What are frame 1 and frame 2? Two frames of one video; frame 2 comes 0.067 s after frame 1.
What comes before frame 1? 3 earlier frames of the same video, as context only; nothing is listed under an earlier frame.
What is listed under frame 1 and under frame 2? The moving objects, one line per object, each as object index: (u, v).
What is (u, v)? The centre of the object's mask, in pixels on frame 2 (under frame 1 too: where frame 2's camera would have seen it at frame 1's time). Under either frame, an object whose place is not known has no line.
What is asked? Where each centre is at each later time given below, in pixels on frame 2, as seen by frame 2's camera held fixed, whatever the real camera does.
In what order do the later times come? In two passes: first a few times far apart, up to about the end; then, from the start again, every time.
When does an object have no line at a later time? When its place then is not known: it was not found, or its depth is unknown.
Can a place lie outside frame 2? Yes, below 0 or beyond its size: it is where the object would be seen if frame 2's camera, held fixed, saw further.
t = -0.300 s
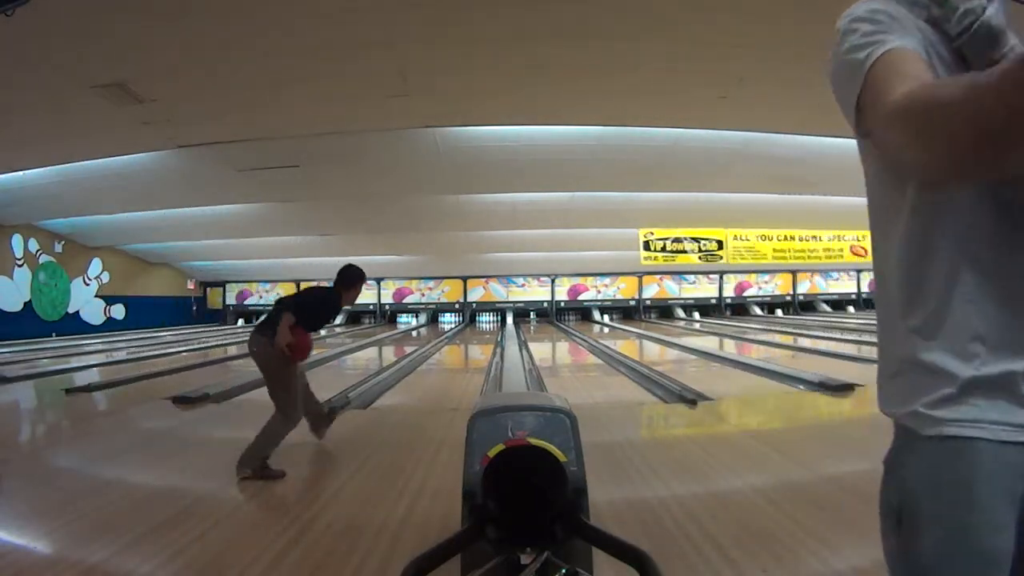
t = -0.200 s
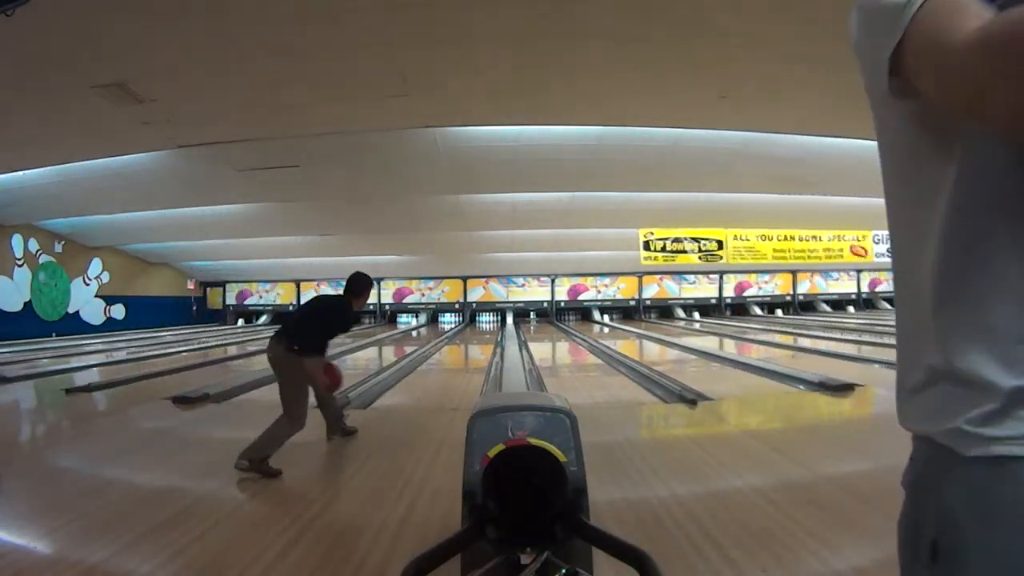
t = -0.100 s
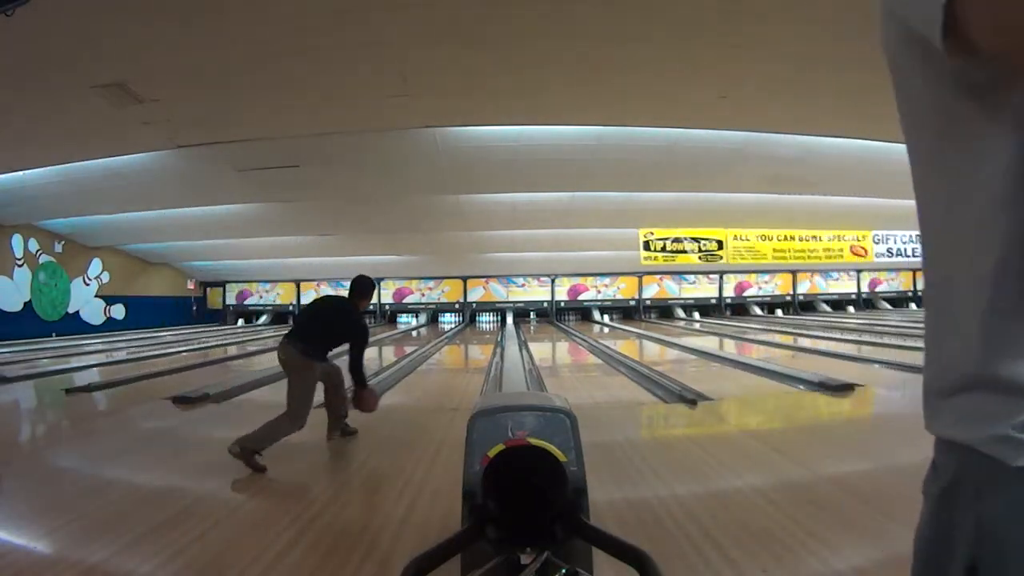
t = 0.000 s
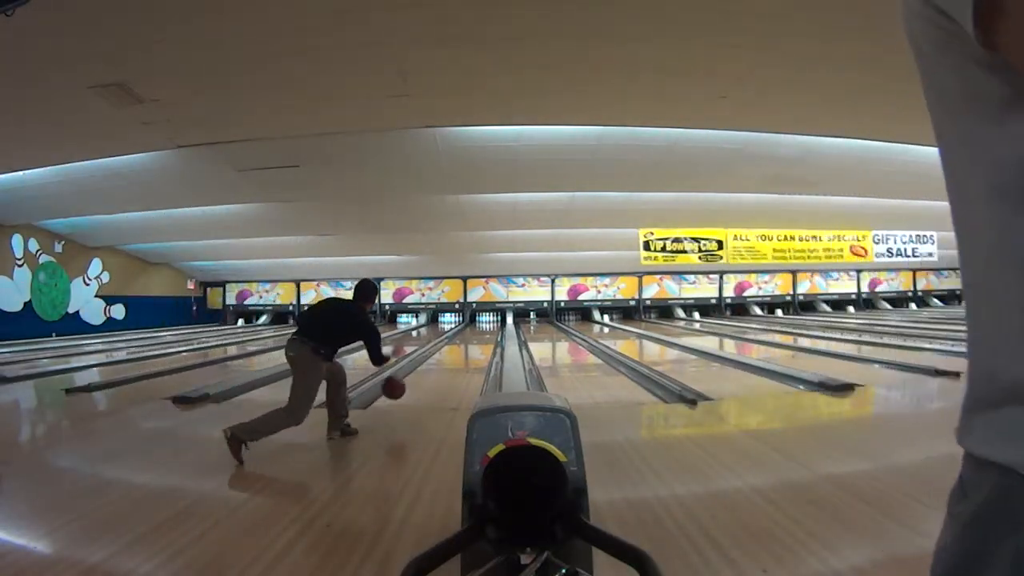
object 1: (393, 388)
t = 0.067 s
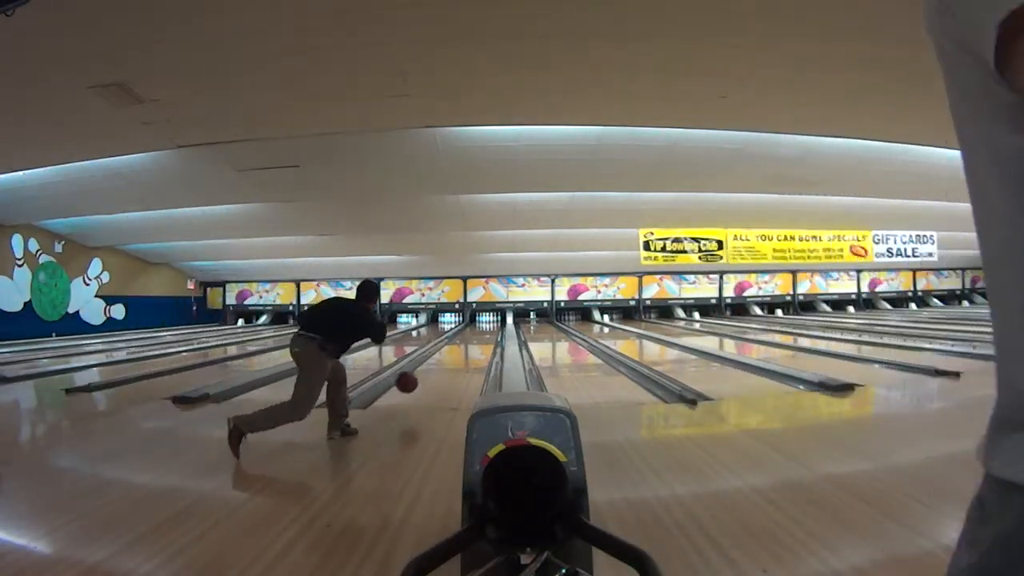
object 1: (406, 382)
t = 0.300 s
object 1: (439, 373)
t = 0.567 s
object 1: (461, 358)
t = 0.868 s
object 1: (475, 346)
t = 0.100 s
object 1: (412, 381)
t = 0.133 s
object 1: (418, 381)
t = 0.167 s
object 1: (423, 382)
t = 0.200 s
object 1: (428, 383)
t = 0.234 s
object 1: (432, 378)
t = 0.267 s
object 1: (435, 375)
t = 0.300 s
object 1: (439, 373)
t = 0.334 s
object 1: (443, 372)
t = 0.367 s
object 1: (446, 370)
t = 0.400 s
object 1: (449, 368)
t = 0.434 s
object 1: (452, 366)
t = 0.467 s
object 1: (454, 363)
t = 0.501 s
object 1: (457, 361)
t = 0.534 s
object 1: (459, 359)
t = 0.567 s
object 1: (461, 358)
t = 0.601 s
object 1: (463, 356)
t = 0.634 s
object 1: (465, 355)
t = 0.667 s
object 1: (467, 353)
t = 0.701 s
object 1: (468, 352)
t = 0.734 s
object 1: (470, 351)
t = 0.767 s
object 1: (471, 350)
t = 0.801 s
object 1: (473, 348)
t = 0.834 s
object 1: (474, 347)
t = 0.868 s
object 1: (475, 346)
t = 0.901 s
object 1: (476, 345)
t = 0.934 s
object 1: (477, 345)
